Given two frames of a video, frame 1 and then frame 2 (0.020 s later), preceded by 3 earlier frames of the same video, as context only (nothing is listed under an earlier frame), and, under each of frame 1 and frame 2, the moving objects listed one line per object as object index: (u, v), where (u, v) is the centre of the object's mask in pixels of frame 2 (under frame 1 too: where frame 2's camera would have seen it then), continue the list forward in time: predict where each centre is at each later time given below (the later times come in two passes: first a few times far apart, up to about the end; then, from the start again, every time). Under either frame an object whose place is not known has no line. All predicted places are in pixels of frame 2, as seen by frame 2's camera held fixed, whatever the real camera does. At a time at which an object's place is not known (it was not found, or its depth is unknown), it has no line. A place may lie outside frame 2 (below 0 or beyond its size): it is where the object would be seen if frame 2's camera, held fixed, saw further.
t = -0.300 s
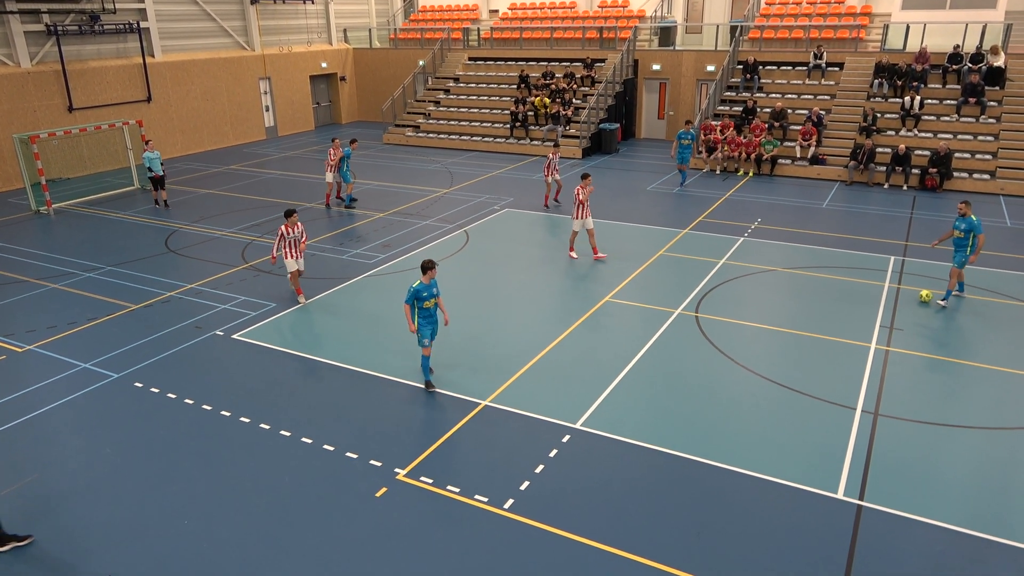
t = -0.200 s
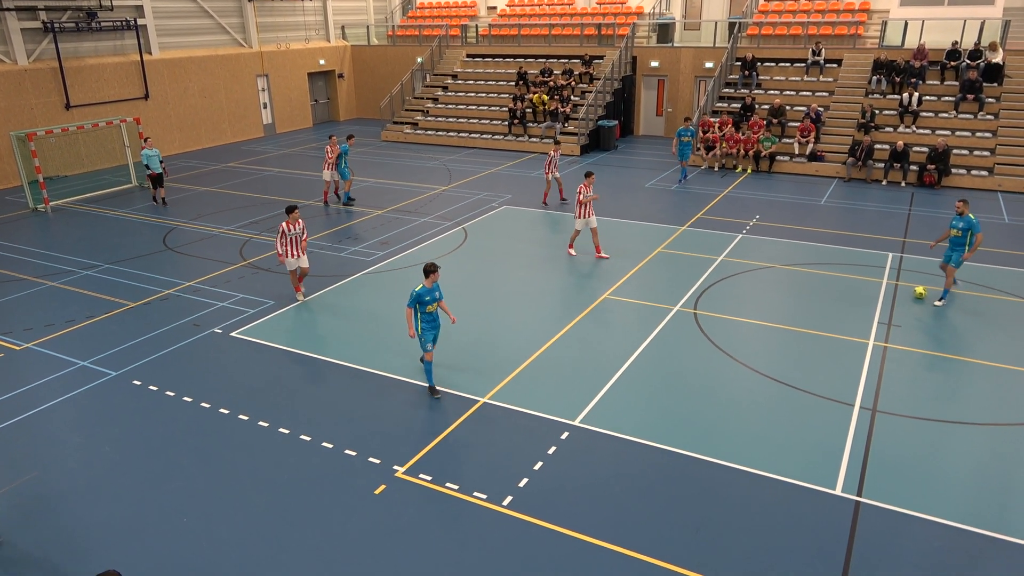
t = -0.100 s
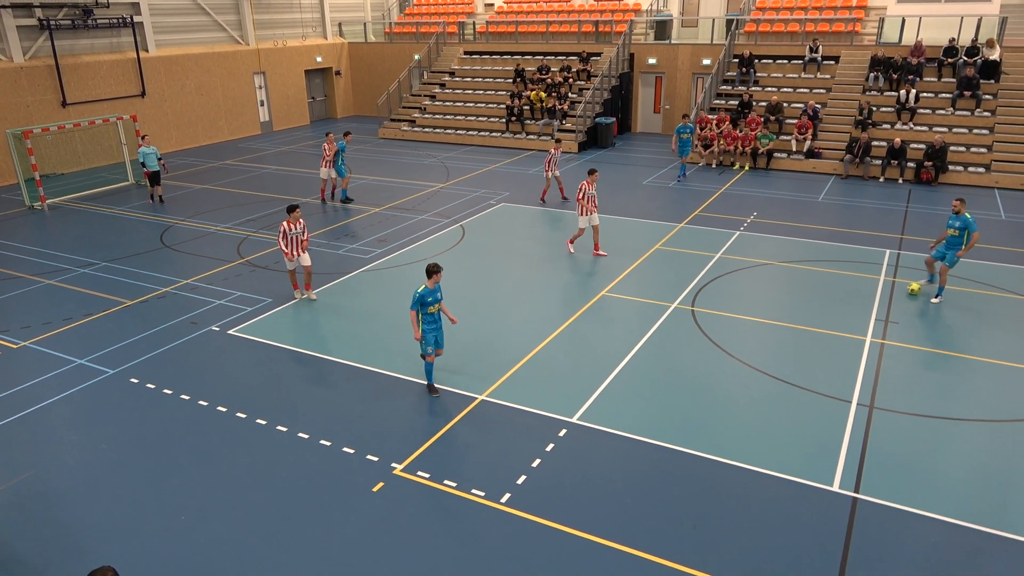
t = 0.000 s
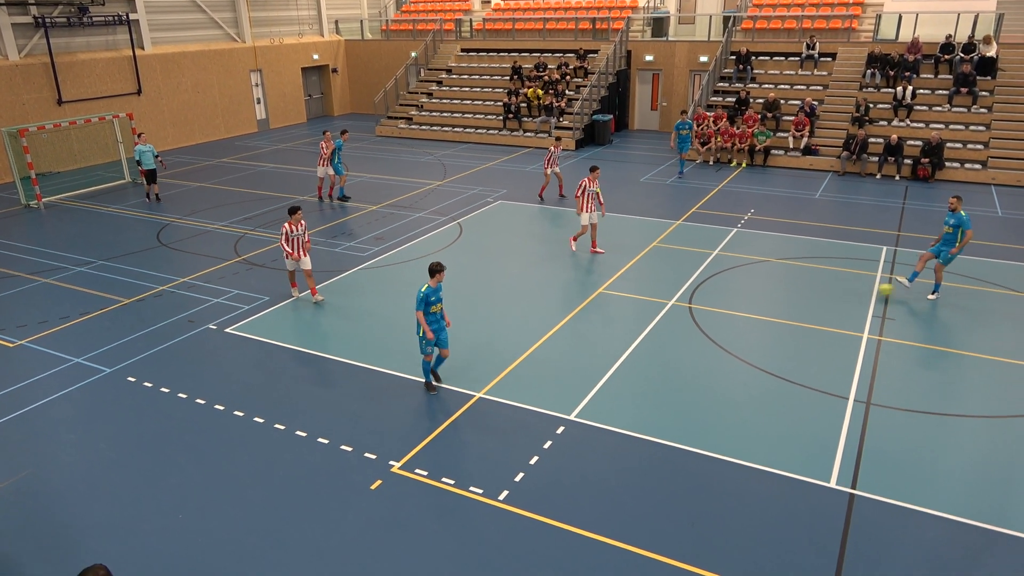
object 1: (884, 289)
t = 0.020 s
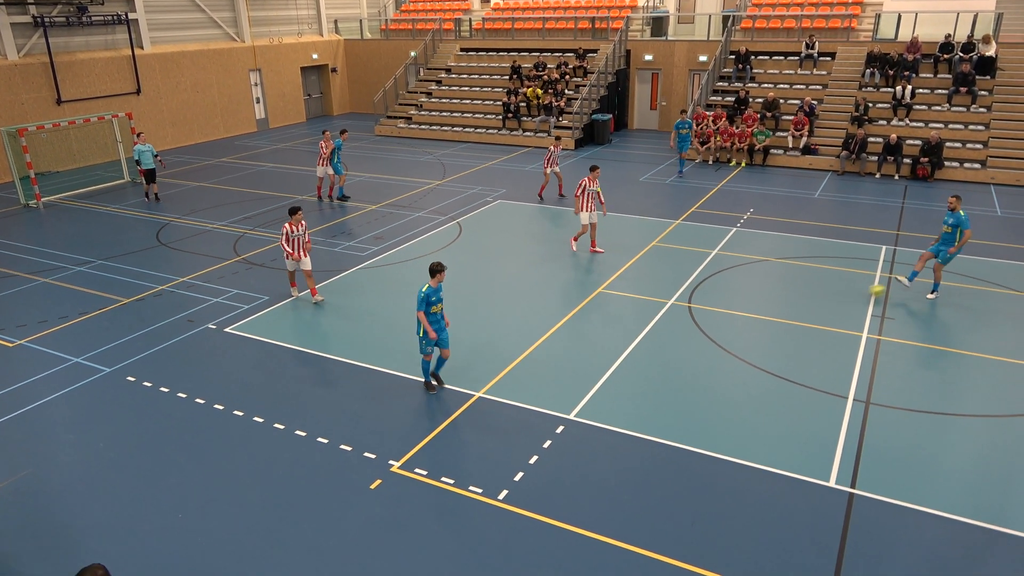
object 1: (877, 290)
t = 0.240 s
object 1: (790, 314)
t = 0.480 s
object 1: (698, 338)
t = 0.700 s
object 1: (616, 360)
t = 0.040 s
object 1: (869, 292)
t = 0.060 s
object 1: (861, 294)
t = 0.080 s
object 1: (853, 297)
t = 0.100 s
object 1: (845, 300)
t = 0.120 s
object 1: (837, 303)
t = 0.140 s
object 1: (829, 305)
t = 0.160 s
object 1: (822, 306)
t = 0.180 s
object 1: (814, 308)
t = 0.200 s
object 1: (806, 310)
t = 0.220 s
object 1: (798, 312)
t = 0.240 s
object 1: (790, 314)
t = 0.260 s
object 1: (782, 317)
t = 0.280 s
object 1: (775, 319)
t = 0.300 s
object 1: (767, 321)
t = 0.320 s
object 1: (759, 322)
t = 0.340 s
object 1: (751, 324)
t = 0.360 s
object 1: (744, 326)
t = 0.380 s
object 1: (736, 329)
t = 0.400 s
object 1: (728, 331)
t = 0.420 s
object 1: (721, 333)
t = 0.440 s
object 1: (714, 335)
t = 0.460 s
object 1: (706, 336)
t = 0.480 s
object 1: (698, 338)
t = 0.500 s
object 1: (691, 341)
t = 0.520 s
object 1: (683, 343)
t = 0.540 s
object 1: (676, 345)
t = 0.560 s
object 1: (669, 347)
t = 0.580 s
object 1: (662, 348)
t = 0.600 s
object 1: (654, 350)
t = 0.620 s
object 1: (647, 353)
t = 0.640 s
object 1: (639, 355)
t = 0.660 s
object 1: (632, 357)
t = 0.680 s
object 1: (624, 358)
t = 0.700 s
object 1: (616, 360)
